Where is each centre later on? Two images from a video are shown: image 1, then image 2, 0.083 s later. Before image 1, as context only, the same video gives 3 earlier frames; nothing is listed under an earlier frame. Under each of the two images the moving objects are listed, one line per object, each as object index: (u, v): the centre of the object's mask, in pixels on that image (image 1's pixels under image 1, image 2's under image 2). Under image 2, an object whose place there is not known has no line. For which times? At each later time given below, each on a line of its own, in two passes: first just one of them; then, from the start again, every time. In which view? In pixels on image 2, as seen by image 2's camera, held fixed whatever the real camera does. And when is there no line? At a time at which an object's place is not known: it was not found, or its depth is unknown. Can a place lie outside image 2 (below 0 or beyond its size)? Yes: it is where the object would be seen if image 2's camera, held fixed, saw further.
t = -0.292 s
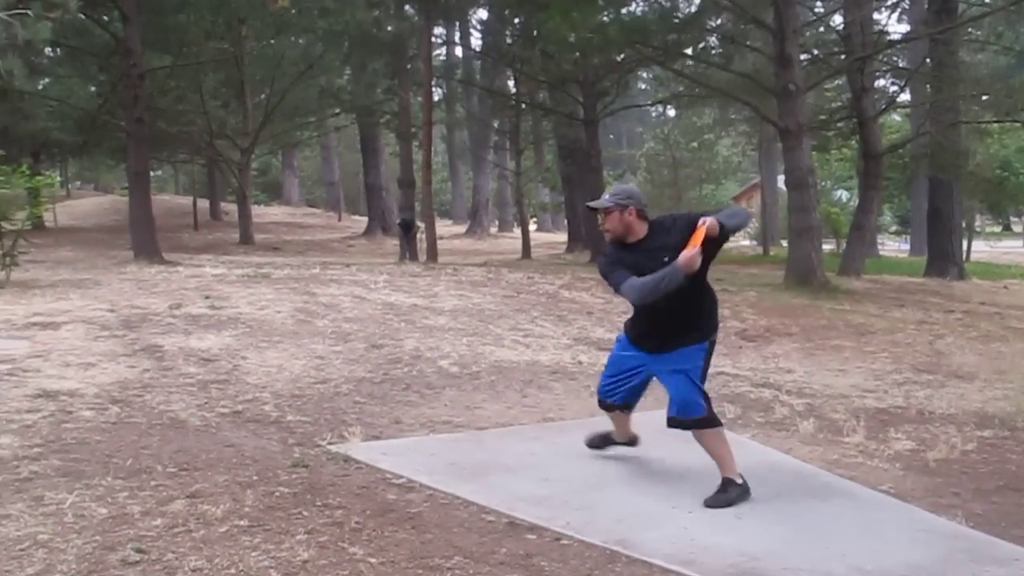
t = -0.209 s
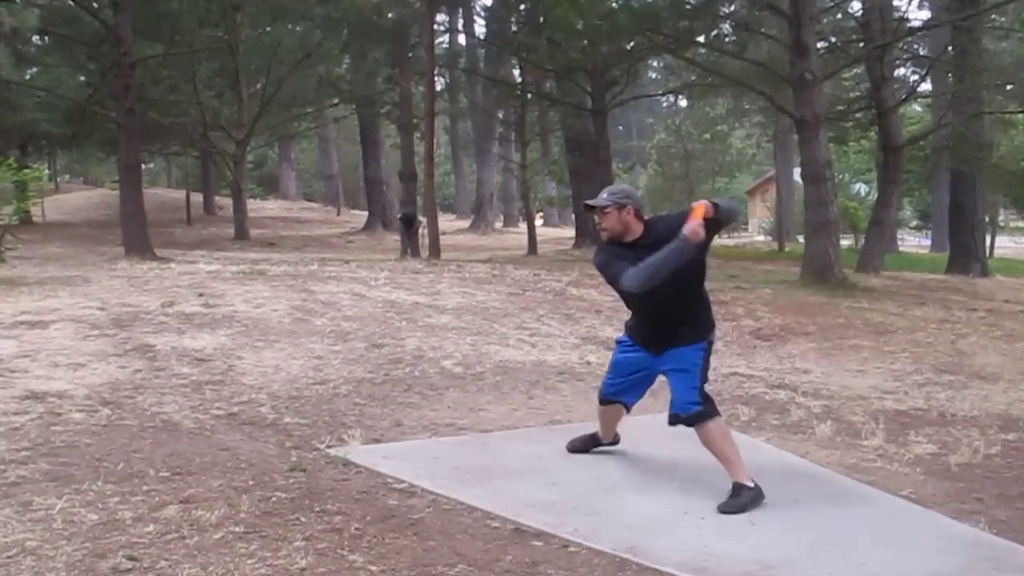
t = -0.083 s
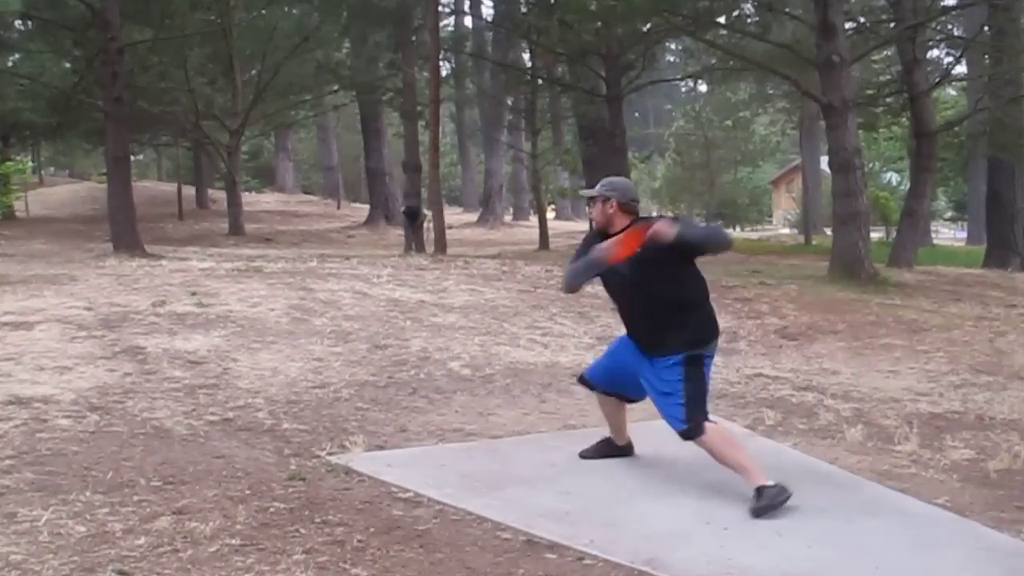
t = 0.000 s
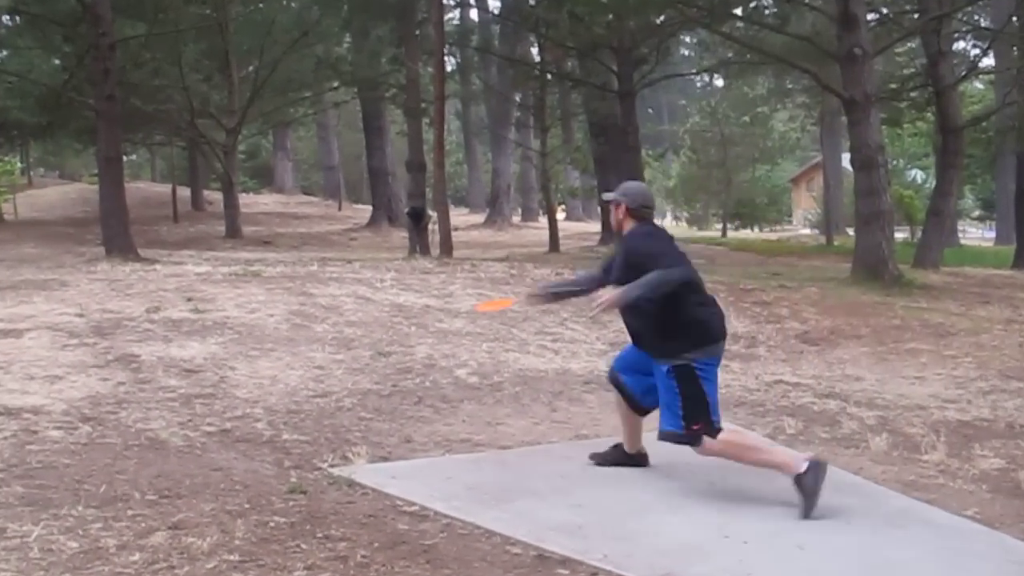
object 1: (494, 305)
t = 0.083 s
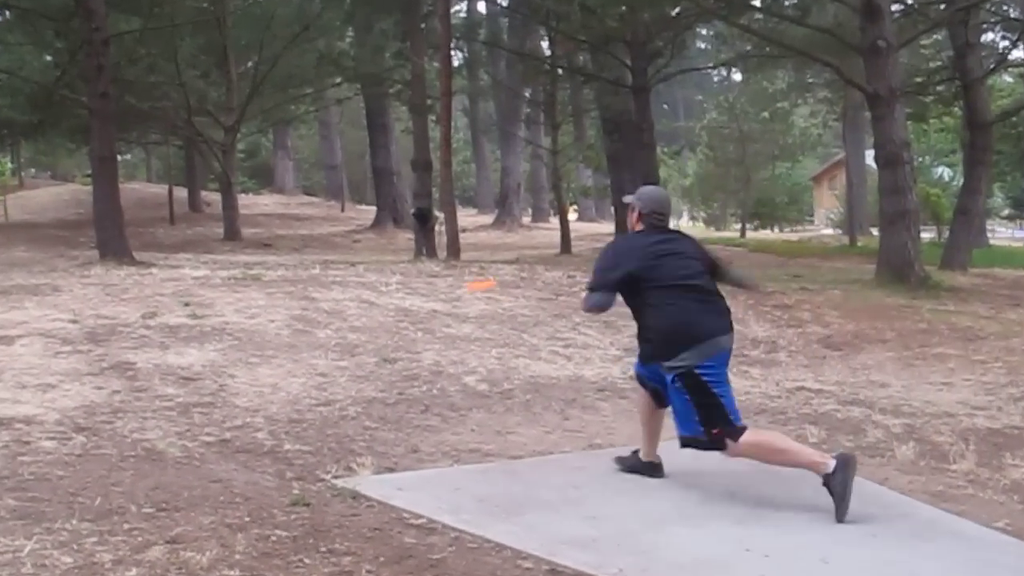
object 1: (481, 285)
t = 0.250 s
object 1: (455, 225)
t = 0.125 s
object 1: (472, 270)
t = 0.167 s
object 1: (465, 255)
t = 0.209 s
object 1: (458, 239)
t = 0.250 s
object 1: (455, 225)
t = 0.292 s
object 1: (448, 214)
